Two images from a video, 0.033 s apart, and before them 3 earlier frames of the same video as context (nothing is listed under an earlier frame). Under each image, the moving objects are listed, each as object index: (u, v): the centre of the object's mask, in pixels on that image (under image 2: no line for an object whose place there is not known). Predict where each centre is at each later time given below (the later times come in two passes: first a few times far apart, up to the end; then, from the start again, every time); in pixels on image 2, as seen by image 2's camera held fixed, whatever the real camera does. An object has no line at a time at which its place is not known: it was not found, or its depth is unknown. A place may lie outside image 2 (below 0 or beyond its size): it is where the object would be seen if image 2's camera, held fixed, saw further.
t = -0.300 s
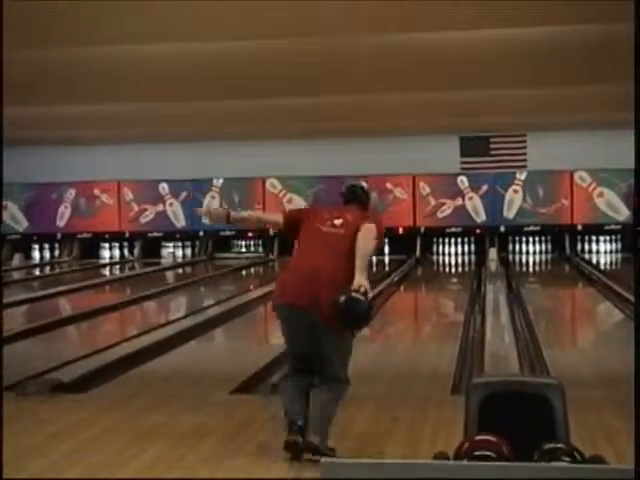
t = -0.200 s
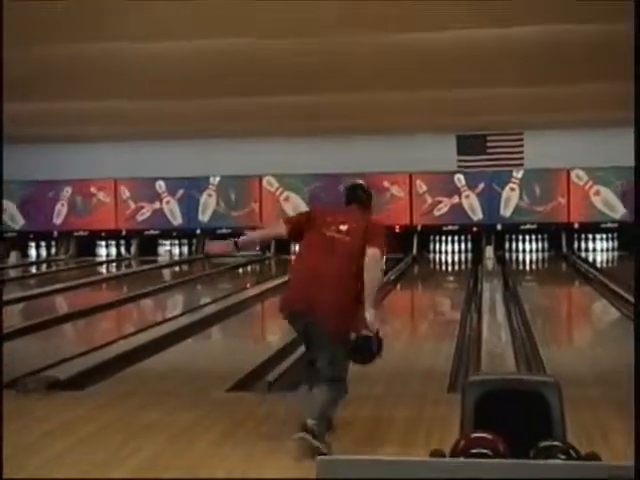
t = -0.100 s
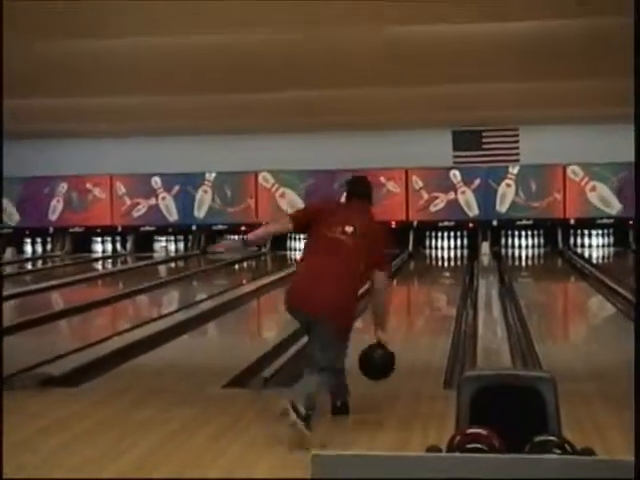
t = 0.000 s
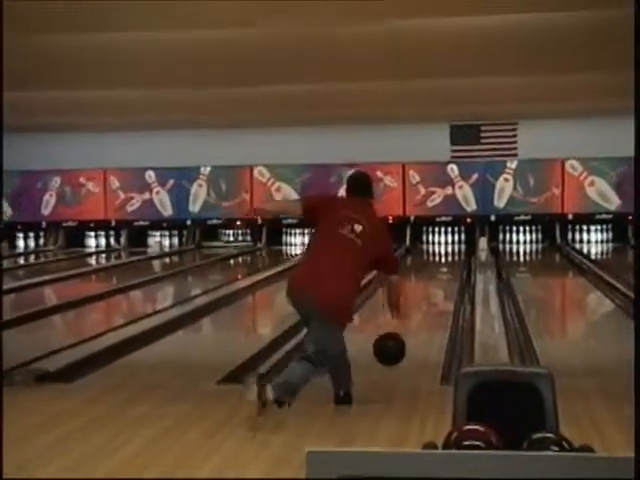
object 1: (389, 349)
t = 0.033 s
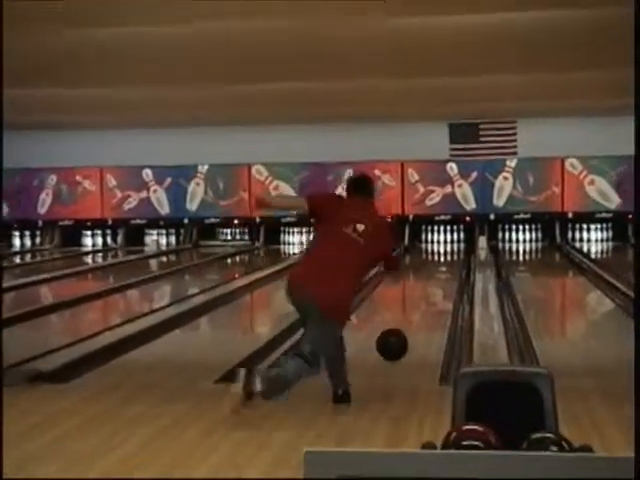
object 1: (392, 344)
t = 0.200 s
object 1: (409, 347)
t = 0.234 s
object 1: (412, 341)
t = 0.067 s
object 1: (396, 343)
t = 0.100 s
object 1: (399, 343)
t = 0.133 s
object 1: (403, 345)
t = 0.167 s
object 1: (406, 347)
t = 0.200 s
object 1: (409, 347)
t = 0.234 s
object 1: (412, 341)
